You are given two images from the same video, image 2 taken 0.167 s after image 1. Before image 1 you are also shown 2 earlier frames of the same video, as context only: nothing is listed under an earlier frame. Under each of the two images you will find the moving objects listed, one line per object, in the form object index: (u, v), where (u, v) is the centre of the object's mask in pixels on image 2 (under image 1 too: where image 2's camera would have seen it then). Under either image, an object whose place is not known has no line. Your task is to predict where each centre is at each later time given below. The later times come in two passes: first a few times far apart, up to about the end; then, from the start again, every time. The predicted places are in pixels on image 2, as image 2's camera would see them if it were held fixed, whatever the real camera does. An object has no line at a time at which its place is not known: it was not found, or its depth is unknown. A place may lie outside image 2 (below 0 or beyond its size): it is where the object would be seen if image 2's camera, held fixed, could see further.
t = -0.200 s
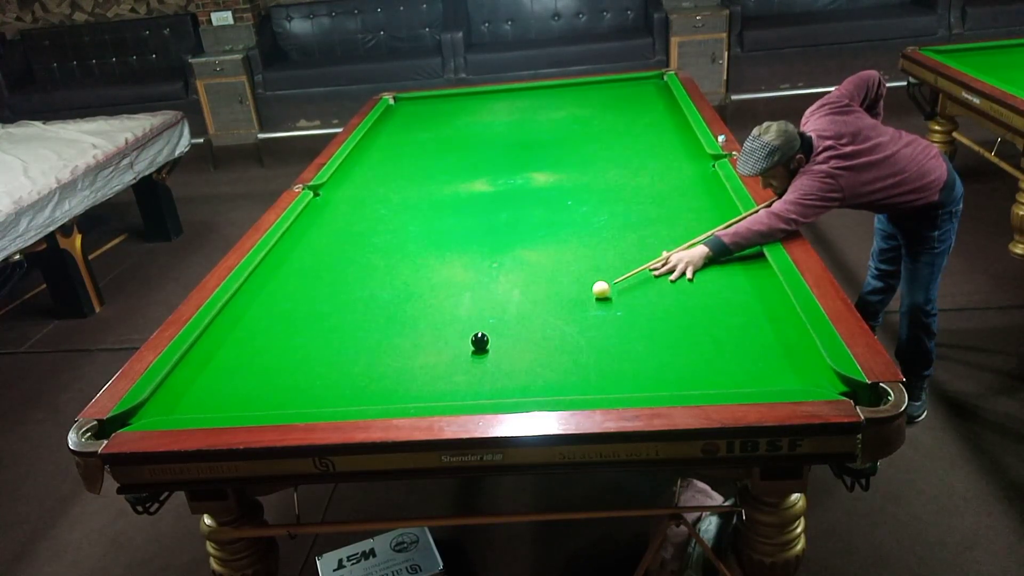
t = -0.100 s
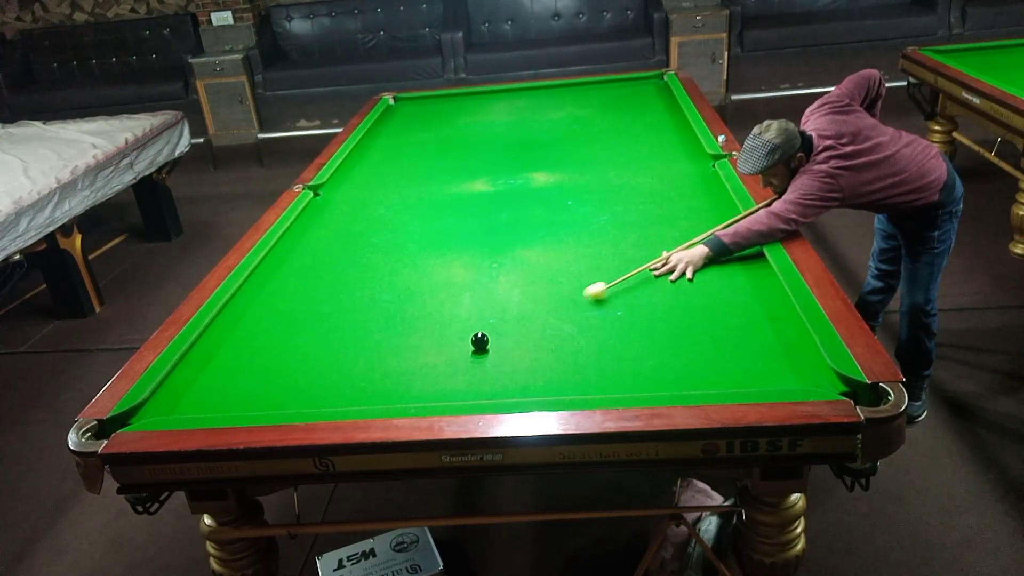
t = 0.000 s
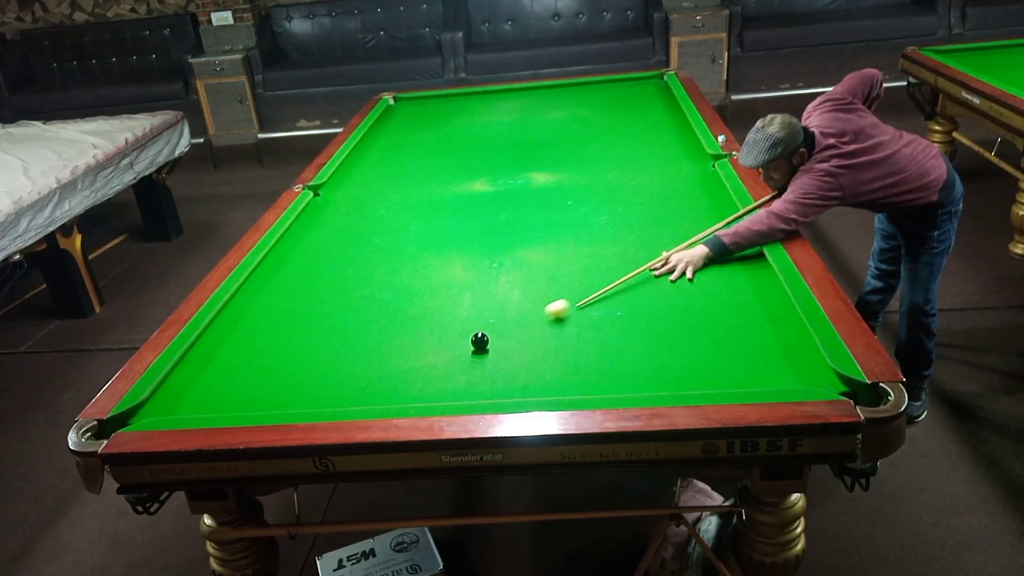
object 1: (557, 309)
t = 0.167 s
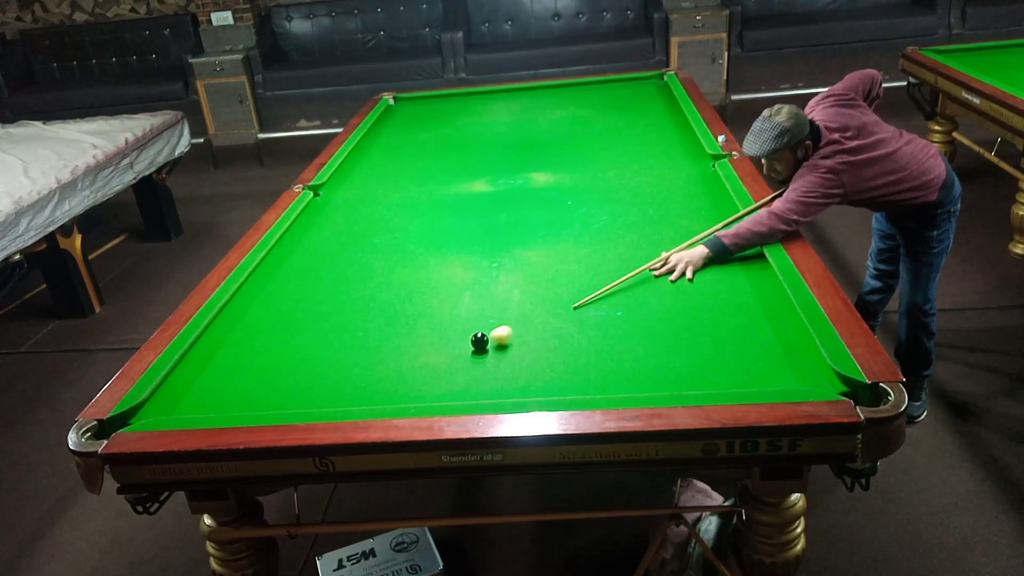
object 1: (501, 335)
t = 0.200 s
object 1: (498, 339)
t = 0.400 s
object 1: (490, 358)
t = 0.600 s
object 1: (478, 379)
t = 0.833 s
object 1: (465, 394)
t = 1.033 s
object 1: (463, 383)
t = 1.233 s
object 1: (462, 371)
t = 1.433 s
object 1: (459, 360)
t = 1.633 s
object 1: (457, 350)
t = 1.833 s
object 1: (455, 342)
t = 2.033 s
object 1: (453, 334)
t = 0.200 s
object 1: (498, 339)
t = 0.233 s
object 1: (498, 342)
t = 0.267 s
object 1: (497, 345)
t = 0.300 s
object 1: (496, 348)
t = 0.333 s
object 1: (494, 352)
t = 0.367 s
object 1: (492, 355)
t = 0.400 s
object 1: (490, 358)
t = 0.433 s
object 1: (488, 362)
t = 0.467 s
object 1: (486, 365)
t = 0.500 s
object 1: (484, 369)
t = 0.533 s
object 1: (482, 372)
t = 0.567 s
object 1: (480, 375)
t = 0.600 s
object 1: (478, 379)
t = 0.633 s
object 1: (476, 382)
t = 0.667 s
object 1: (474, 386)
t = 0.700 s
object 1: (472, 389)
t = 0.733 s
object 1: (470, 392)
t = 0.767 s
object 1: (467, 394)
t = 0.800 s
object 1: (466, 396)
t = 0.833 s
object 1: (465, 394)
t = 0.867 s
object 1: (465, 393)
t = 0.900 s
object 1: (465, 392)
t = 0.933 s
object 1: (464, 390)
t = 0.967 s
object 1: (464, 387)
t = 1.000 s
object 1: (464, 385)
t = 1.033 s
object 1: (463, 383)
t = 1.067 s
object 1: (463, 381)
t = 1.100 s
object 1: (463, 379)
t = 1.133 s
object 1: (463, 377)
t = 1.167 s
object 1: (462, 375)
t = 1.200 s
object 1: (462, 373)
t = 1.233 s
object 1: (462, 371)
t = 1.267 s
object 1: (461, 369)
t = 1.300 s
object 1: (461, 367)
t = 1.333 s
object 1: (461, 365)
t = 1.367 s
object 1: (460, 363)
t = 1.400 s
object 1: (460, 361)
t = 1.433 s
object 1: (459, 360)
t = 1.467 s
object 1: (459, 358)
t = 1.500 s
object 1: (459, 357)
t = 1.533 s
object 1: (459, 355)
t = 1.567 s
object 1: (458, 353)
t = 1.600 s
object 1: (458, 352)
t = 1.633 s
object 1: (457, 350)
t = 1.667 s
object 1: (457, 349)
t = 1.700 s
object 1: (457, 347)
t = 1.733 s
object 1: (456, 346)
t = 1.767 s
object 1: (456, 344)
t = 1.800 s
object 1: (456, 343)
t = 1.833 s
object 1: (455, 342)
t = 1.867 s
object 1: (455, 340)
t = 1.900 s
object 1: (455, 339)
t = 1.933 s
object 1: (454, 338)
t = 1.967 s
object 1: (454, 337)
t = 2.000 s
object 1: (454, 335)
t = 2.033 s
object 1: (453, 334)
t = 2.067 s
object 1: (453, 333)
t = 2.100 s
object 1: (453, 332)
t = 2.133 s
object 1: (453, 331)
